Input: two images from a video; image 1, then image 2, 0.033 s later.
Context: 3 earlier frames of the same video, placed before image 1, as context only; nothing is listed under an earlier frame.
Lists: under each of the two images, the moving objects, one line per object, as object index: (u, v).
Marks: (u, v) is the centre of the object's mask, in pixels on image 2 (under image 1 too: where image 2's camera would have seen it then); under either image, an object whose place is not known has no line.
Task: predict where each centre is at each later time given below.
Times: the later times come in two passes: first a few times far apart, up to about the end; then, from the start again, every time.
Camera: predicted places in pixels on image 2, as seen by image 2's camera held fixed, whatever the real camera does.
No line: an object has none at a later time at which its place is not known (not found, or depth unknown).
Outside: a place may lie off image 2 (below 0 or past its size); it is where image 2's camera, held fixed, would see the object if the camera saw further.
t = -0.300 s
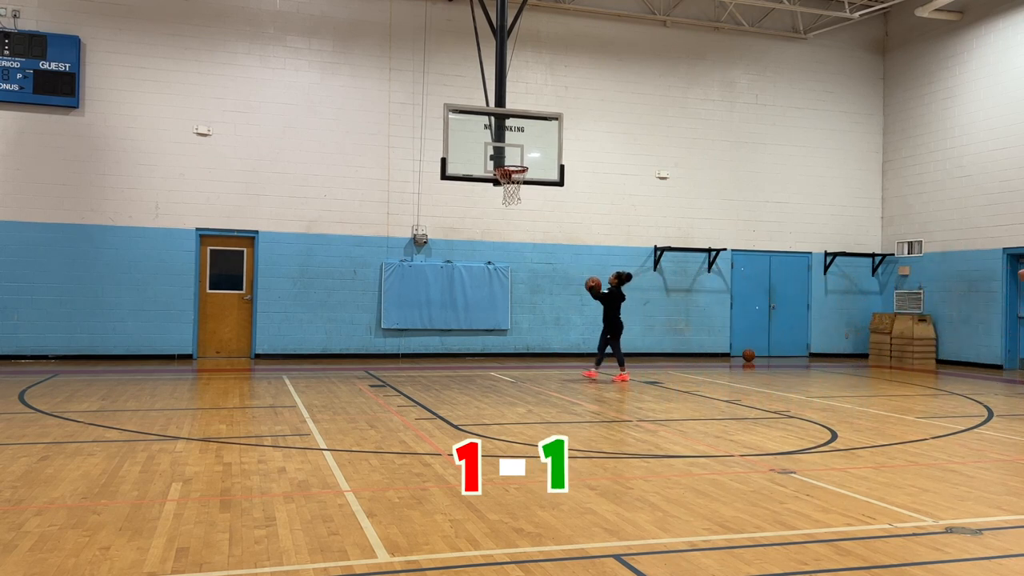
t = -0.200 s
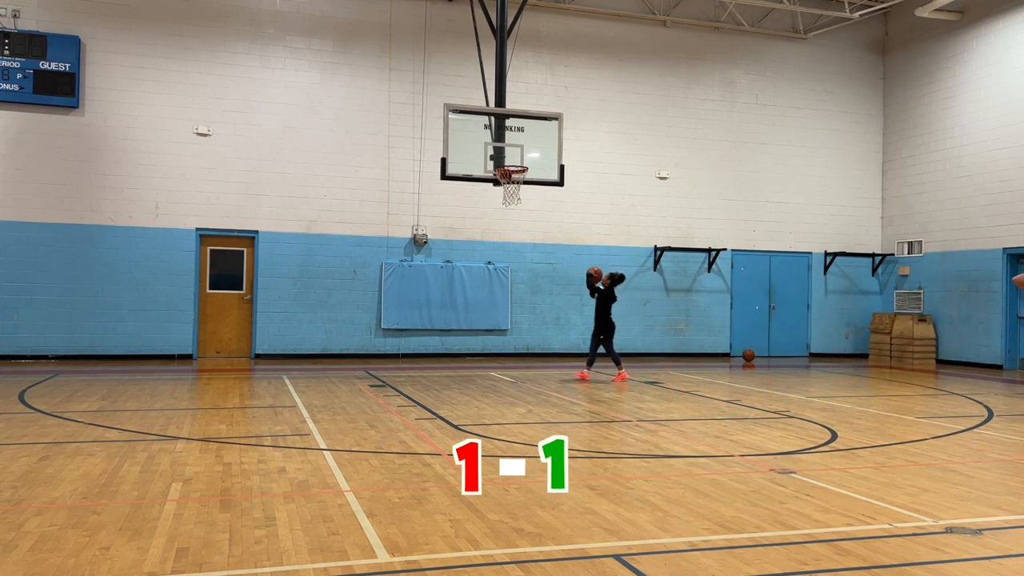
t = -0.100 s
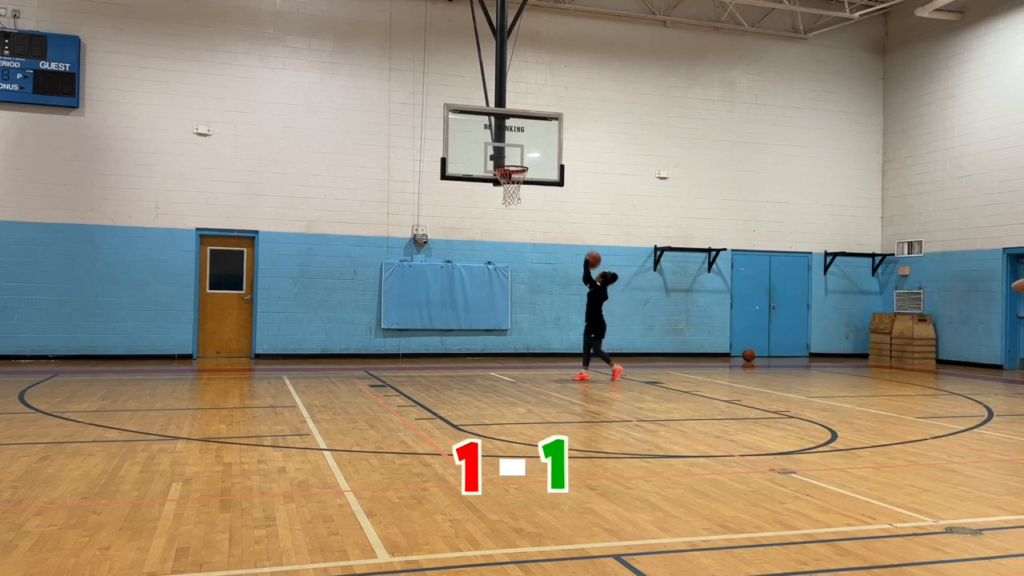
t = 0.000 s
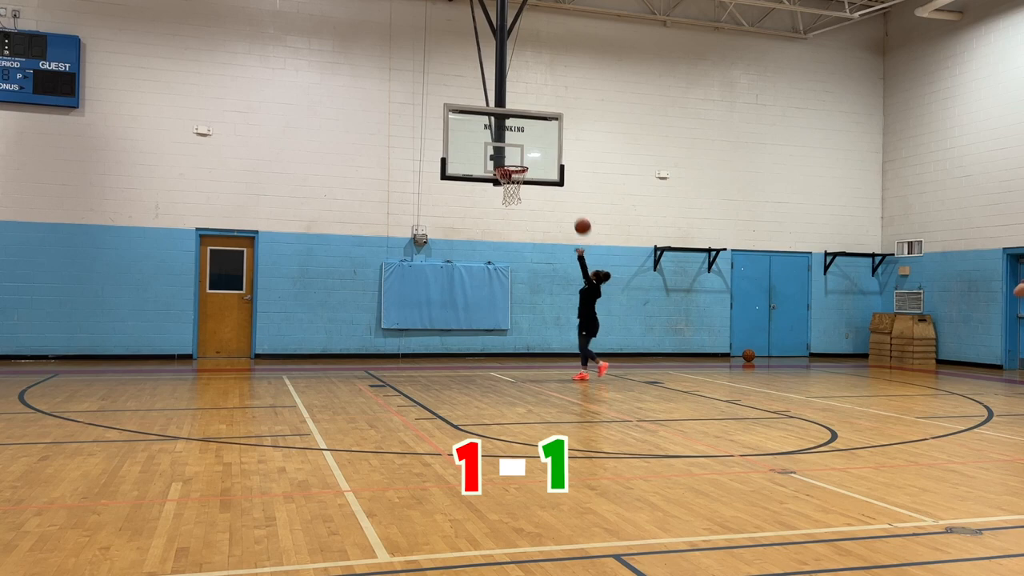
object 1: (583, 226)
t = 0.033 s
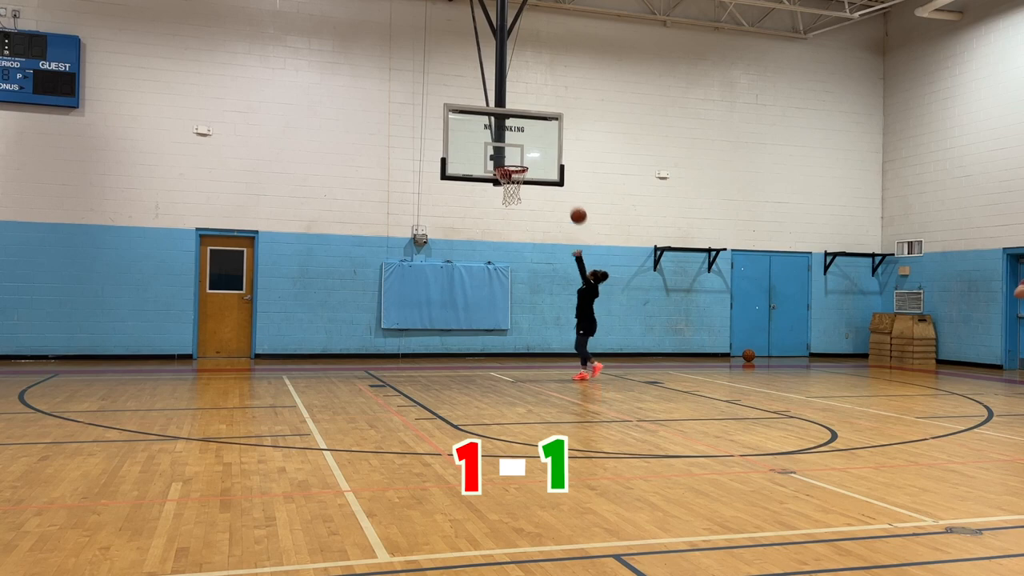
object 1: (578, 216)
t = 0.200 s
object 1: (557, 173)
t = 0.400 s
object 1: (533, 149)
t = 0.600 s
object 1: (517, 149)
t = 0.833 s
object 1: (504, 184)
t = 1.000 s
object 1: (503, 207)
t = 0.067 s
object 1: (574, 205)
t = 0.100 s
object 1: (570, 196)
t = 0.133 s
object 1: (566, 188)
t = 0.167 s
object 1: (562, 180)
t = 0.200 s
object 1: (557, 173)
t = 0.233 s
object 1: (553, 167)
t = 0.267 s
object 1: (549, 162)
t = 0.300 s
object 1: (545, 158)
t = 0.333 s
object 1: (541, 154)
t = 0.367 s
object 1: (537, 151)
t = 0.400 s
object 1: (533, 149)
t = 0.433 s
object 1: (529, 147)
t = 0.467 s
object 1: (525, 146)
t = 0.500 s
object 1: (522, 146)
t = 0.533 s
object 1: (520, 146)
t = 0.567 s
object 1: (519, 148)
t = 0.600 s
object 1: (517, 149)
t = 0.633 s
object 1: (515, 152)
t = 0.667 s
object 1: (513, 156)
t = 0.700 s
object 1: (512, 159)
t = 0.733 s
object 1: (511, 162)
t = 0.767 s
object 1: (510, 171)
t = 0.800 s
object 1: (506, 176)
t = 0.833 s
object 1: (504, 184)
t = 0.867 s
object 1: (504, 188)
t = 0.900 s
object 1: (504, 192)
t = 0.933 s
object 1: (503, 197)
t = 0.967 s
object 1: (503, 202)
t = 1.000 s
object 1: (503, 207)
